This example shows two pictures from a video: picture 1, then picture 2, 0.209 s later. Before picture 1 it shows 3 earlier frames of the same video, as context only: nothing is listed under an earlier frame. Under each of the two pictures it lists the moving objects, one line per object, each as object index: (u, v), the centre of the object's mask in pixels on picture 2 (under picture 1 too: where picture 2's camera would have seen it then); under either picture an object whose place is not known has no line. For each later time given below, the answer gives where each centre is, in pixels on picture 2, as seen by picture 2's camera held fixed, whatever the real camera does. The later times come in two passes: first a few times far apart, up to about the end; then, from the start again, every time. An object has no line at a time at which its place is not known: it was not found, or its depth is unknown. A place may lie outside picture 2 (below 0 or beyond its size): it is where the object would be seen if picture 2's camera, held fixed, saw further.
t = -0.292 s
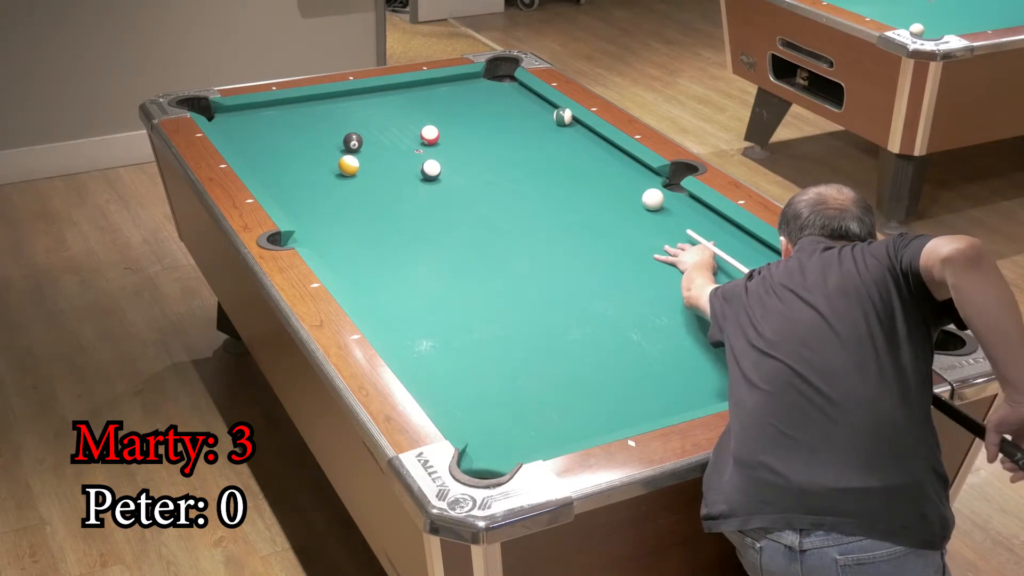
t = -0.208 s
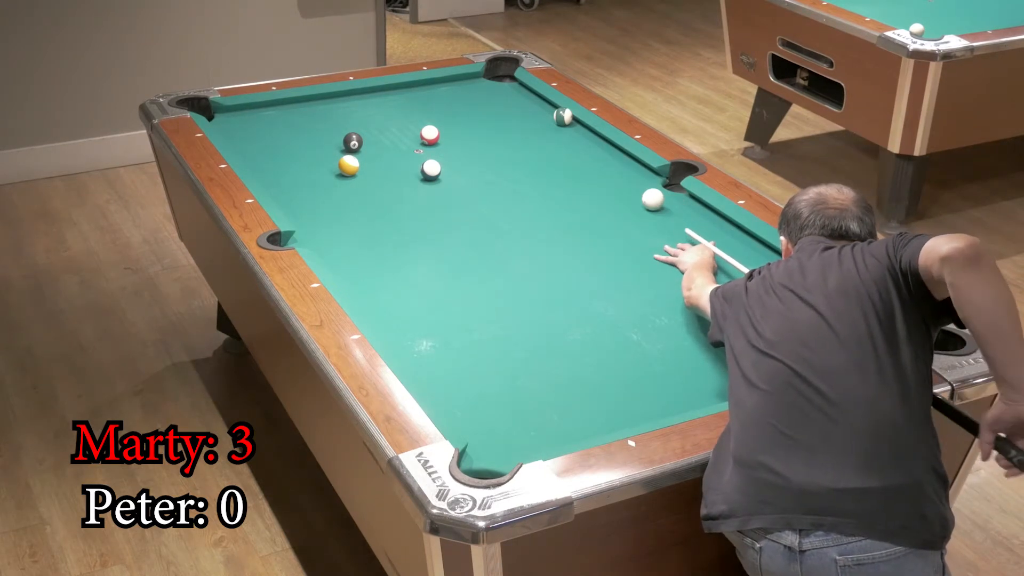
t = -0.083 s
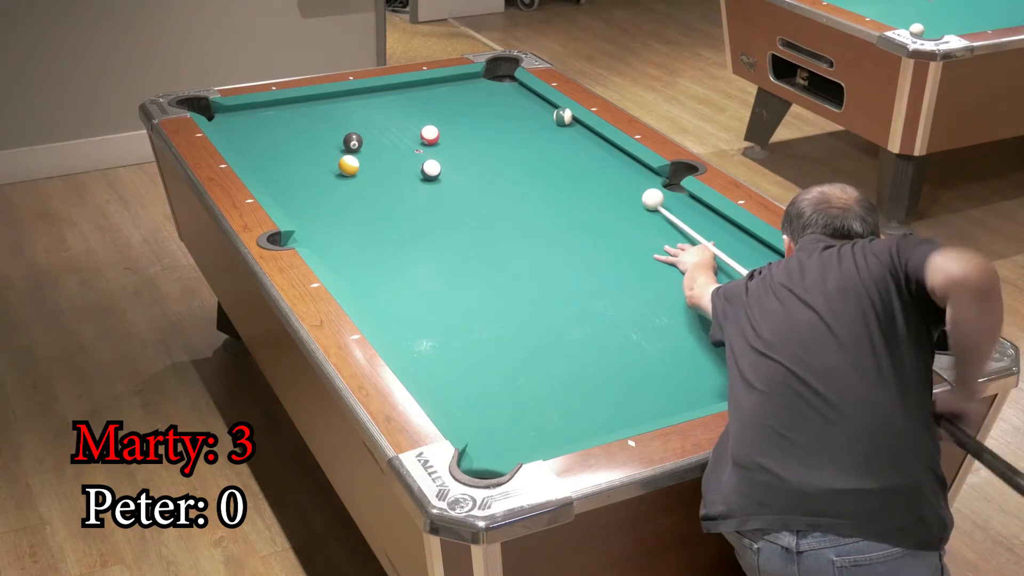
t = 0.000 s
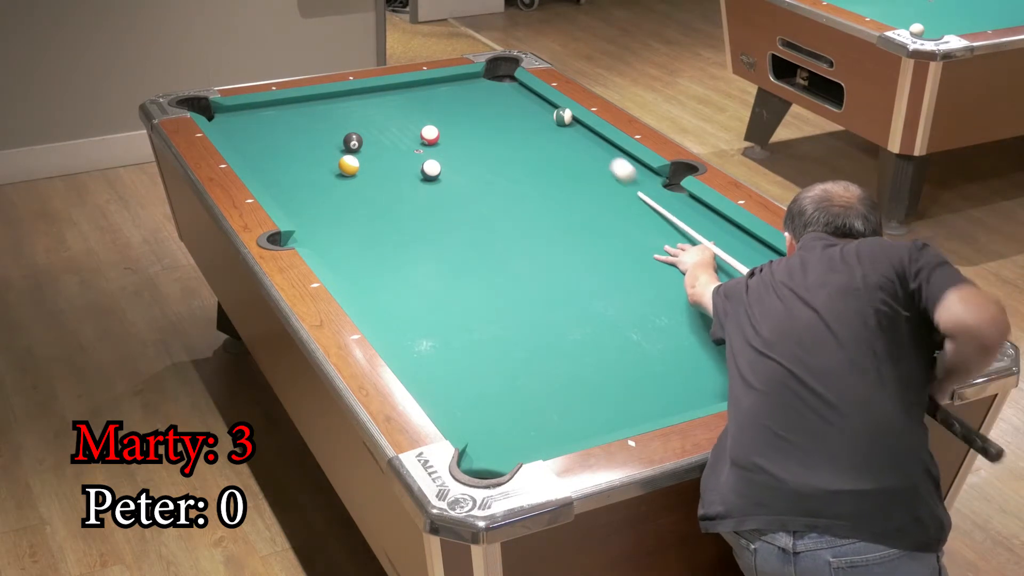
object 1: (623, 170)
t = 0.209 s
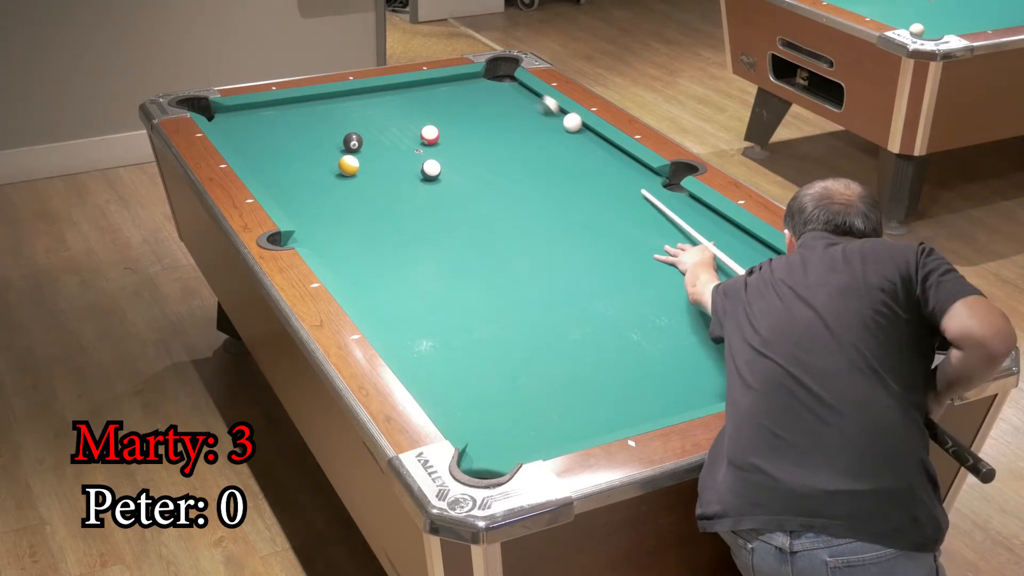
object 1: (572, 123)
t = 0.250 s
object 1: (572, 123)
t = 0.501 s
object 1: (568, 127)
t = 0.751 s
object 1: (565, 131)
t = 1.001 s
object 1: (563, 135)
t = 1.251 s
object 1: (562, 137)
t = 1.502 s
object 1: (560, 140)
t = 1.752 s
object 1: (560, 141)
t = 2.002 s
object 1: (560, 142)
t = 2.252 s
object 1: (559, 143)
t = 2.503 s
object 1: (559, 142)
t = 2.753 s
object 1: (560, 142)
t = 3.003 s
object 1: (560, 142)
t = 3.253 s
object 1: (560, 142)
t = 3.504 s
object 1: (560, 142)
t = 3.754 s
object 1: (560, 142)
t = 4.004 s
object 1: (560, 142)
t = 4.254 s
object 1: (560, 142)
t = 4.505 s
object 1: (560, 142)
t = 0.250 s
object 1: (572, 123)
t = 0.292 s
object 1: (571, 124)
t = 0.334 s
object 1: (570, 124)
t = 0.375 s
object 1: (570, 125)
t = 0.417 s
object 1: (569, 126)
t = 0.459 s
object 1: (568, 127)
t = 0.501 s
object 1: (568, 127)
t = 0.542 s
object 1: (567, 128)
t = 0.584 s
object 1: (567, 129)
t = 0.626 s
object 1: (567, 129)
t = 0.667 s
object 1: (566, 130)
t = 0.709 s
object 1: (566, 131)
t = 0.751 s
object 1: (565, 131)
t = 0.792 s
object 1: (565, 132)
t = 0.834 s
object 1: (564, 132)
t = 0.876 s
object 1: (564, 133)
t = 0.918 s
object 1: (564, 134)
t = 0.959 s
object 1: (563, 134)
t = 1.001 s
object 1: (563, 135)
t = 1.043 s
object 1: (563, 135)
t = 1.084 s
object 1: (563, 136)
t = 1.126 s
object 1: (562, 136)
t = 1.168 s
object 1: (562, 137)
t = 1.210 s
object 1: (562, 137)
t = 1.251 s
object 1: (562, 137)
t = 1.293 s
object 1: (561, 138)
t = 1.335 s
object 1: (561, 138)
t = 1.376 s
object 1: (561, 139)
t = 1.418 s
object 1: (561, 139)
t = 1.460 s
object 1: (560, 139)
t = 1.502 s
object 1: (560, 140)
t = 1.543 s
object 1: (560, 140)
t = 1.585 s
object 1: (560, 140)
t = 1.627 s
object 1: (560, 140)
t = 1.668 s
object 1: (560, 141)
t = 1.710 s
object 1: (560, 141)
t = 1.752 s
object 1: (560, 141)
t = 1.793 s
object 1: (560, 142)
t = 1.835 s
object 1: (560, 142)
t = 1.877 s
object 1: (560, 142)
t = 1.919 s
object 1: (560, 142)
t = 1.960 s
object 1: (560, 142)
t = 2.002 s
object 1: (560, 142)
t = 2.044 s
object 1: (560, 142)
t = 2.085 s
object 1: (559, 143)
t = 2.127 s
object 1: (560, 143)
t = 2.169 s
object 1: (559, 143)
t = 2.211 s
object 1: (560, 143)
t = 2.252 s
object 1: (559, 143)
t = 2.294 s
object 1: (560, 143)
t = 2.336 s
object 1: (559, 143)
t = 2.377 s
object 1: (560, 143)
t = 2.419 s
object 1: (560, 143)
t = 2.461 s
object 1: (560, 142)
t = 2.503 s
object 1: (559, 142)
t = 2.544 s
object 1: (560, 142)
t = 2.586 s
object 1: (560, 142)
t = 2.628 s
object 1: (560, 142)
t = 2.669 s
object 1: (560, 142)
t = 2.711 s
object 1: (560, 142)
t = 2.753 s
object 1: (560, 142)
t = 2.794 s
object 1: (560, 142)
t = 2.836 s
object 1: (560, 142)
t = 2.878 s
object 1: (560, 142)
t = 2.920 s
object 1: (560, 142)
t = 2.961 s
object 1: (560, 142)
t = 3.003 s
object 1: (560, 142)
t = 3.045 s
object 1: (560, 142)
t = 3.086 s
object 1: (560, 142)
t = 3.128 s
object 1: (560, 142)
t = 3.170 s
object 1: (560, 142)
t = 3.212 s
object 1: (560, 142)
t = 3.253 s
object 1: (560, 142)
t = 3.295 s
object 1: (560, 142)
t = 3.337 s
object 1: (560, 142)
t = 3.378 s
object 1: (560, 142)
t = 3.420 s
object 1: (560, 142)
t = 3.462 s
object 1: (560, 142)
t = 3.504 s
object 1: (560, 142)
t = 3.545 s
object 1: (560, 142)
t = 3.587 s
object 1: (560, 142)
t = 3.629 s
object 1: (560, 142)
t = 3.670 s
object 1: (560, 142)
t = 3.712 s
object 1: (560, 142)
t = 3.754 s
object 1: (560, 142)
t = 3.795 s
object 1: (560, 142)
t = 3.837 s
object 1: (560, 142)
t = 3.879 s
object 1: (560, 142)
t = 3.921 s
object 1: (560, 142)
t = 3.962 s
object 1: (560, 142)
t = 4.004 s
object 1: (560, 142)
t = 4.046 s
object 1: (560, 142)
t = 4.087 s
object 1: (560, 142)
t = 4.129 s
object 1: (560, 142)
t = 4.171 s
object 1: (560, 142)
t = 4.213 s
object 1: (560, 142)
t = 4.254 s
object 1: (560, 142)
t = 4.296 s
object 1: (560, 142)
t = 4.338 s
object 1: (560, 142)
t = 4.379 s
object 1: (560, 142)
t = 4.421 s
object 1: (560, 142)
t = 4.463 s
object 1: (560, 142)
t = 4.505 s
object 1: (560, 142)
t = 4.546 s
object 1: (560, 142)
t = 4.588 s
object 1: (560, 142)
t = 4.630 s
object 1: (560, 142)
